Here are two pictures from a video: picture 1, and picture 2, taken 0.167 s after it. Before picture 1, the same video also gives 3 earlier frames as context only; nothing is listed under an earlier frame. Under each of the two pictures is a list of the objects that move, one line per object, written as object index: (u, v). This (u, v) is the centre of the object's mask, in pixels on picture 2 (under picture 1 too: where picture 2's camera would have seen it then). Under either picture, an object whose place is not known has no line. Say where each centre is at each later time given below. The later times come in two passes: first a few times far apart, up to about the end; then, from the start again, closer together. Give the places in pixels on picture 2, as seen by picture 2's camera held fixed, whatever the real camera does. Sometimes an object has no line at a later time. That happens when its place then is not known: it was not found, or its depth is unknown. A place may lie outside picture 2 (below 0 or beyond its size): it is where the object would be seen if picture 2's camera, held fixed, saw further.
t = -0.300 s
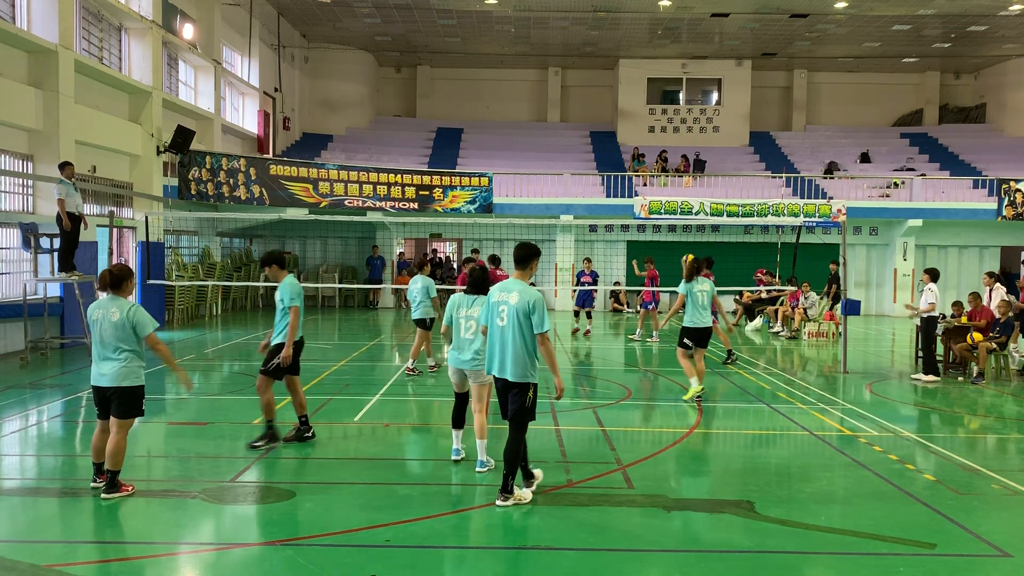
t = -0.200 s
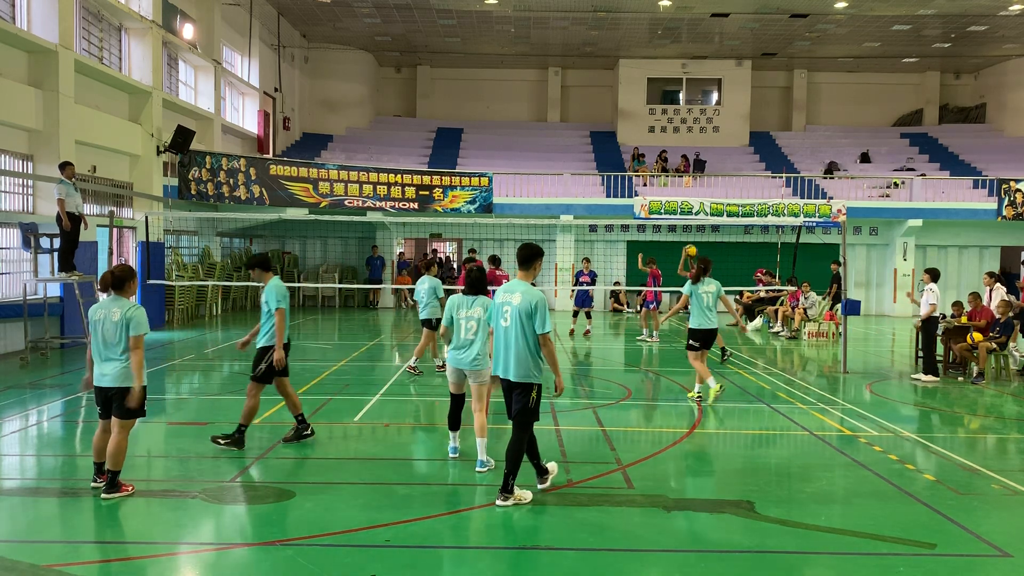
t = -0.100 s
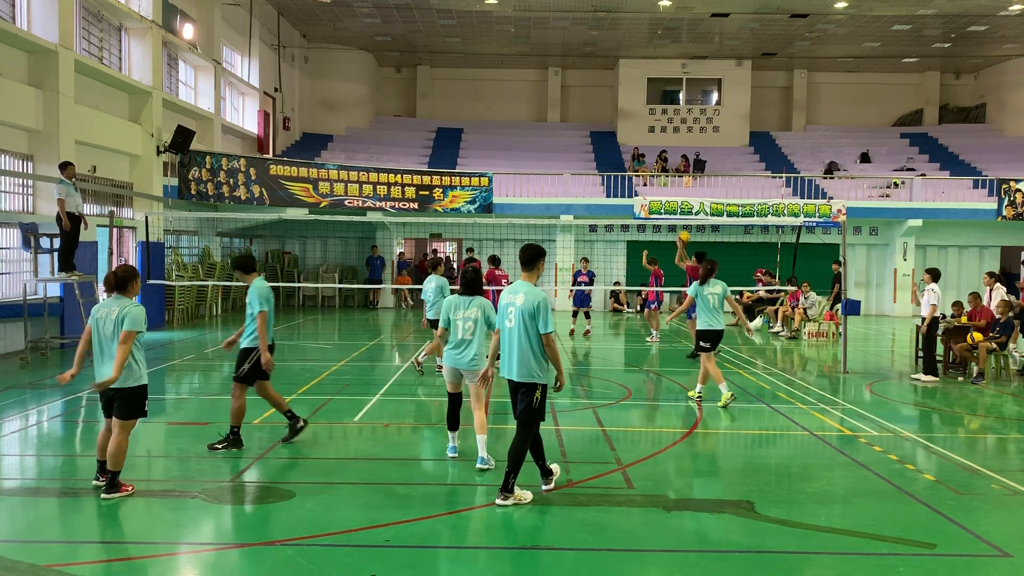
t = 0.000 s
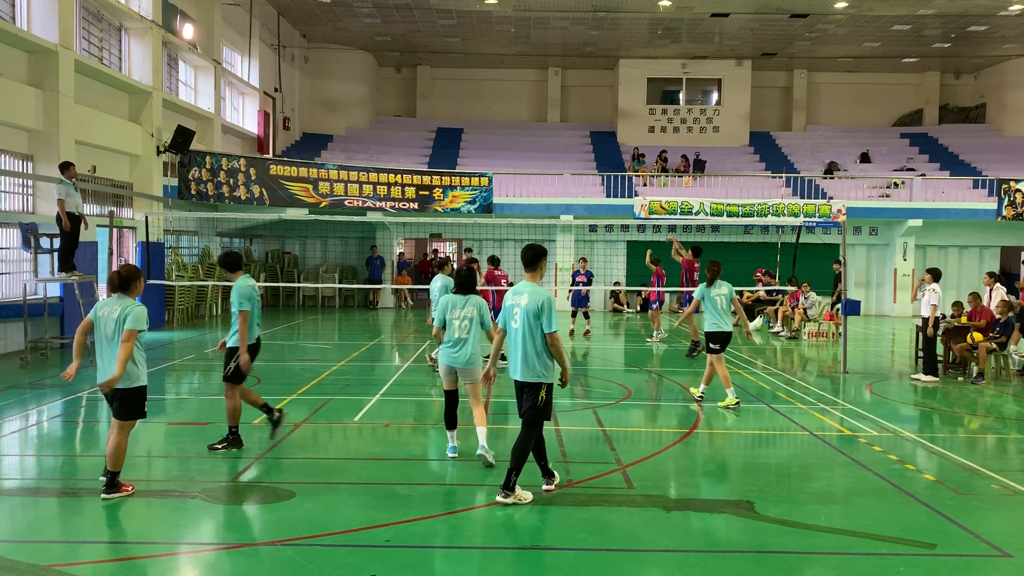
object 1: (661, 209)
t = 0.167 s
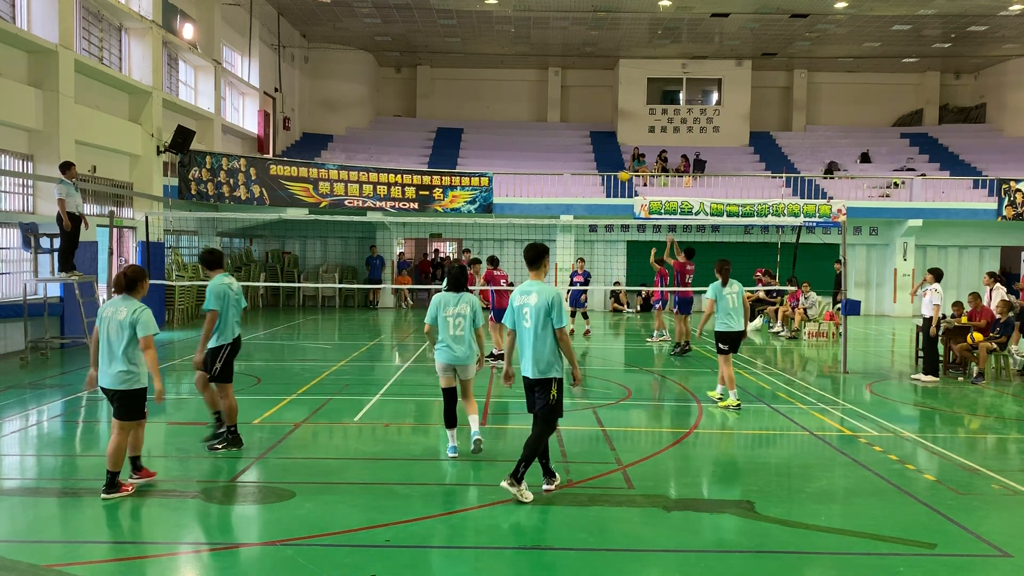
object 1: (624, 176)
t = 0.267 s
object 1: (603, 166)
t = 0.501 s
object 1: (561, 161)
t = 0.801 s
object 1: (514, 192)
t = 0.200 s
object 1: (616, 172)
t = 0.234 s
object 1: (610, 168)
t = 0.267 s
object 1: (603, 166)
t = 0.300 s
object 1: (597, 163)
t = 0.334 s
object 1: (591, 162)
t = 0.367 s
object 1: (584, 160)
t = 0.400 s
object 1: (578, 160)
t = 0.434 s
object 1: (572, 160)
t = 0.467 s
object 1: (566, 160)
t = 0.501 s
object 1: (561, 161)
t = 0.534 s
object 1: (555, 163)
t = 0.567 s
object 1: (549, 165)
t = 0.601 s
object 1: (544, 168)
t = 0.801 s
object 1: (514, 192)
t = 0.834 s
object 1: (509, 197)
